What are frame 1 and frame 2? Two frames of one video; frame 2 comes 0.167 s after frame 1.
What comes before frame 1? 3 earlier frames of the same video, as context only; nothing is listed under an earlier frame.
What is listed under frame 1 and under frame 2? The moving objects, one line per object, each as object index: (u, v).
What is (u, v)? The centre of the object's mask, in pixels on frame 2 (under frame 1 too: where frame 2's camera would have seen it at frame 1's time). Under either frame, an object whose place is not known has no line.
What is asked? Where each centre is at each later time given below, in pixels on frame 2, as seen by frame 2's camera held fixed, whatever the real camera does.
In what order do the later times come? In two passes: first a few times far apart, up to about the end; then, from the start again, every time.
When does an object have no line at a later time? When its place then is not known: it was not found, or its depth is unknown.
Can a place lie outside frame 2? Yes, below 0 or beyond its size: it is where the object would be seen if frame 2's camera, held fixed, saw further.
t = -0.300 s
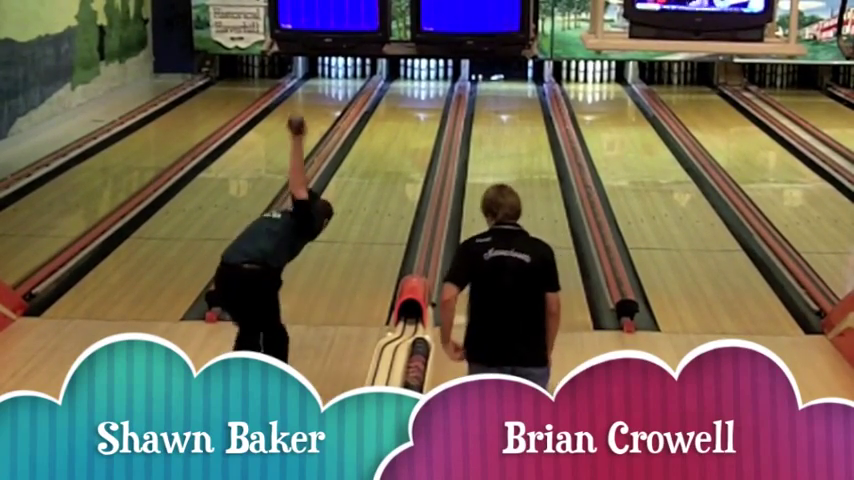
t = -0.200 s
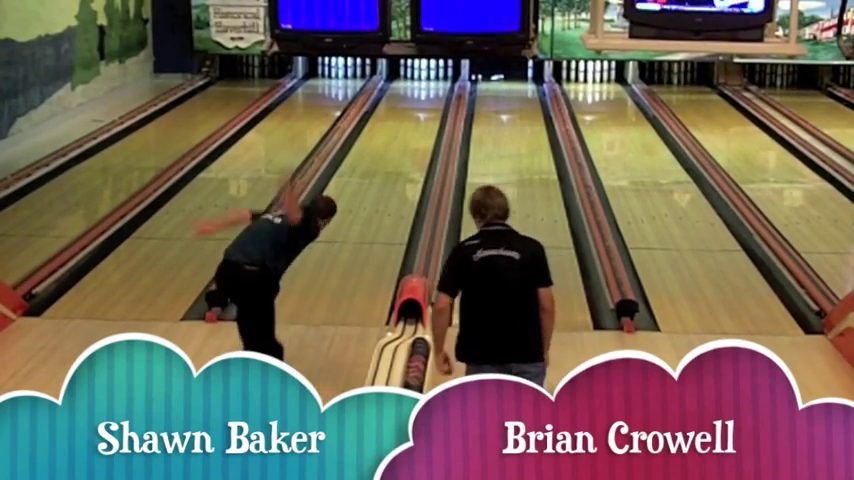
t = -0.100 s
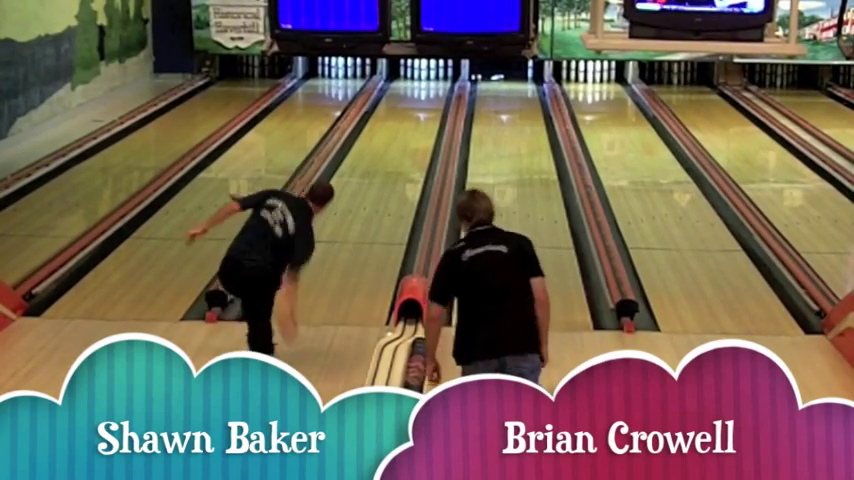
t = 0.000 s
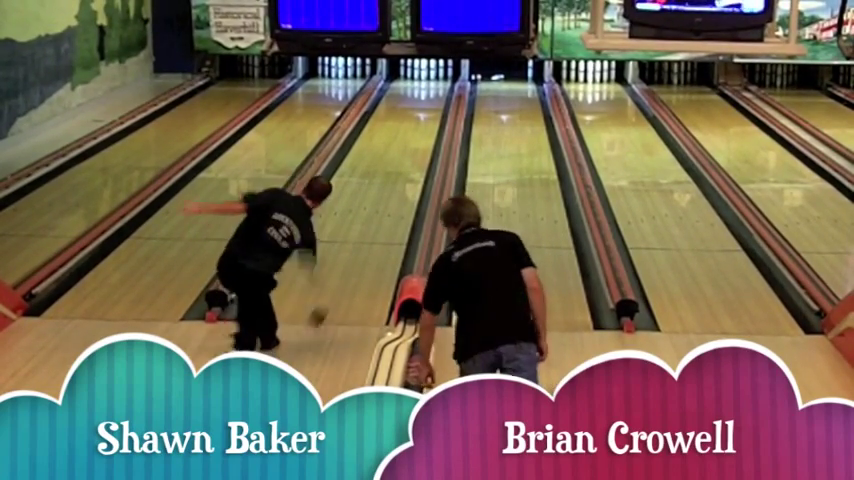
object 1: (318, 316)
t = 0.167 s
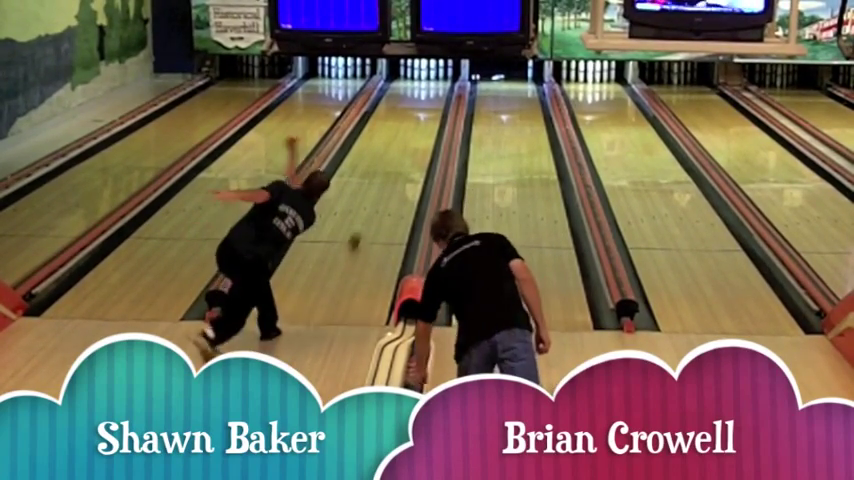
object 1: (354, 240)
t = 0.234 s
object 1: (365, 217)
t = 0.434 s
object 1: (388, 164)
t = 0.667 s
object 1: (407, 124)
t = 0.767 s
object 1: (412, 111)
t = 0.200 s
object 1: (359, 228)
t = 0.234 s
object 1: (365, 217)
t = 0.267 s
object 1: (369, 206)
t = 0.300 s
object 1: (374, 197)
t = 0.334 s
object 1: (378, 187)
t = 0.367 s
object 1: (382, 180)
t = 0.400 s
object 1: (385, 171)
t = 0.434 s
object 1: (388, 164)
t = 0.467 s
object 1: (392, 157)
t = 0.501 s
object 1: (394, 151)
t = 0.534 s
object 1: (397, 146)
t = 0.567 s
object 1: (400, 140)
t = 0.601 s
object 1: (402, 134)
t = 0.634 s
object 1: (405, 129)
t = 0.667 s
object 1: (407, 124)
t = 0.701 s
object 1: (409, 119)
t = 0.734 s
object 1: (411, 115)
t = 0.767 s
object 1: (412, 111)
